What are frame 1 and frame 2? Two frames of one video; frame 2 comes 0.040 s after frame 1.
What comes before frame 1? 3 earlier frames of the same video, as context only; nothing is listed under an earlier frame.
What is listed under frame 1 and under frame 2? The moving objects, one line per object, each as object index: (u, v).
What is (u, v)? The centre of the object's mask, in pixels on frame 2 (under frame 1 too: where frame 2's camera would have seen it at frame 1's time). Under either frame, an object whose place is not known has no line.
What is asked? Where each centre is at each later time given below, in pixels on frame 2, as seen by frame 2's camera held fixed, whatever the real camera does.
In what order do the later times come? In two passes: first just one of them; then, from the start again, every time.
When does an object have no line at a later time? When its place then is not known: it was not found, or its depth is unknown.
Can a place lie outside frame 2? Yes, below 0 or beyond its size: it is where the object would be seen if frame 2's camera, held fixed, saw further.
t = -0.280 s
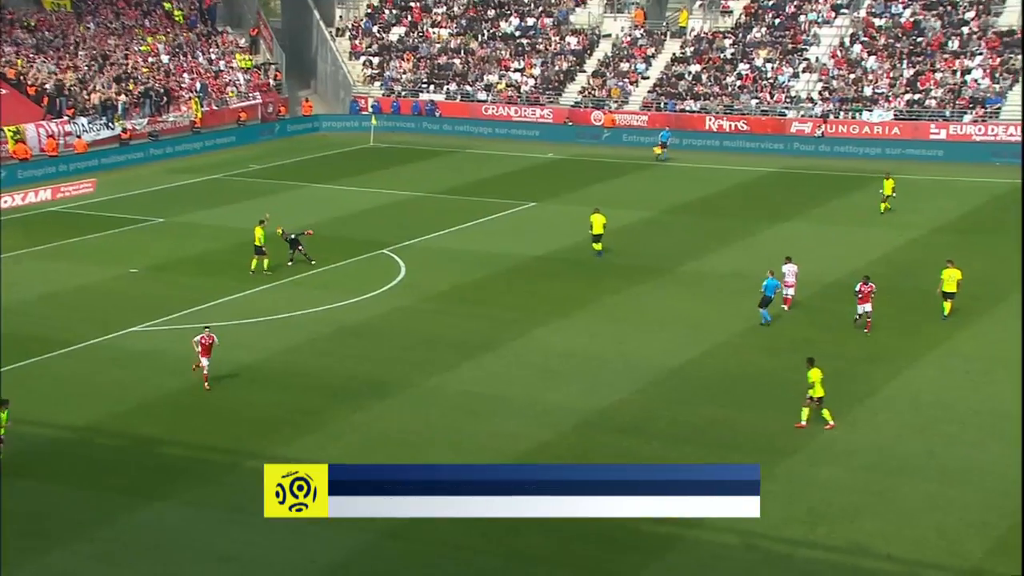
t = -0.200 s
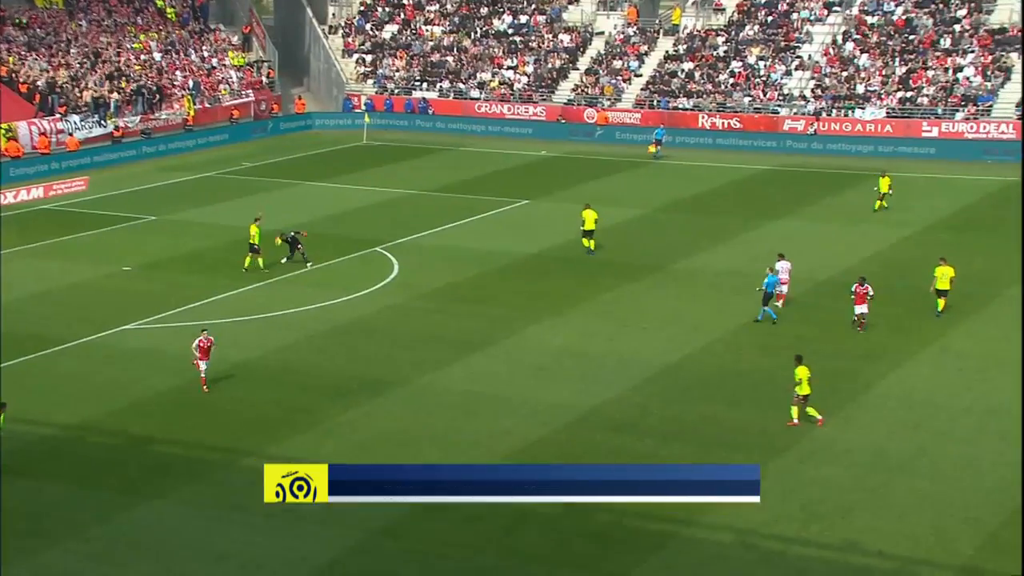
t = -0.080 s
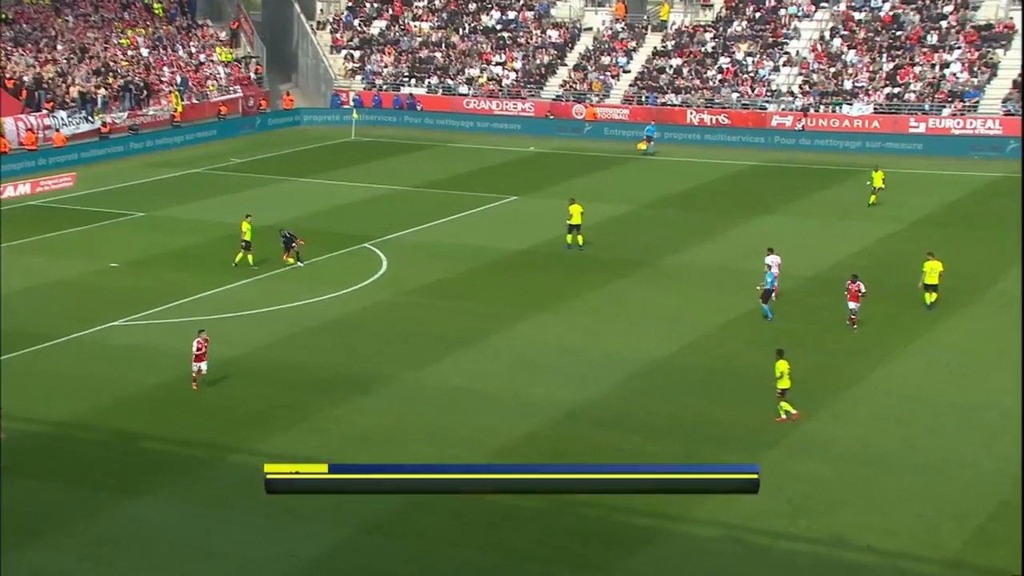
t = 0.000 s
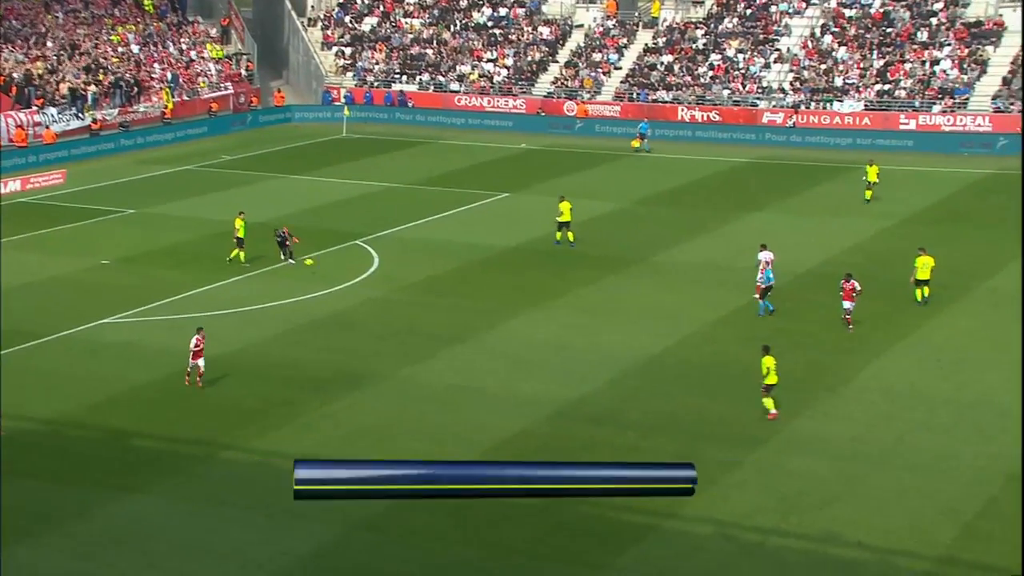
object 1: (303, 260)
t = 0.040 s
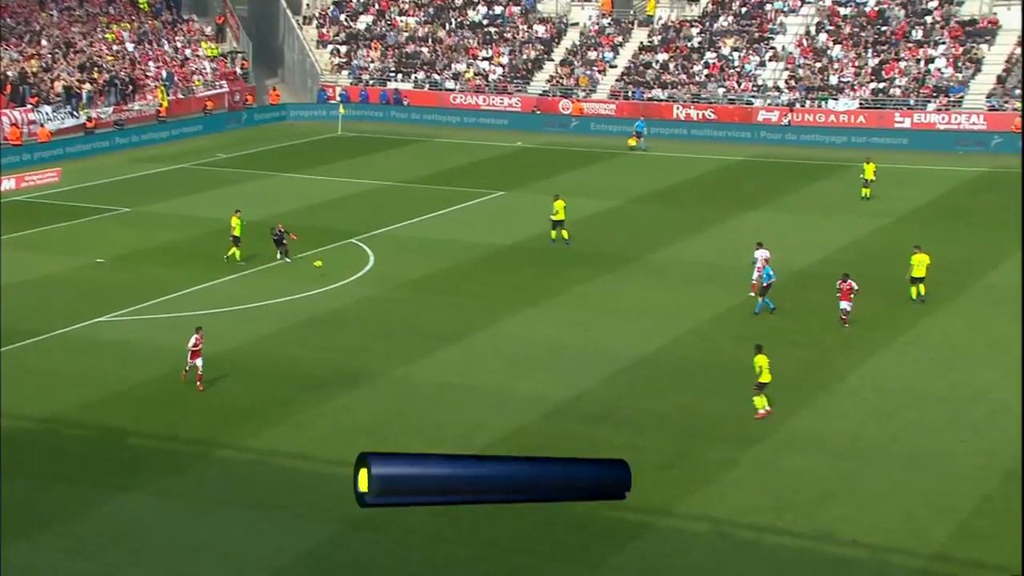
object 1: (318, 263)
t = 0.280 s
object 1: (399, 298)
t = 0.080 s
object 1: (331, 267)
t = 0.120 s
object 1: (345, 271)
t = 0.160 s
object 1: (359, 277)
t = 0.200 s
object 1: (373, 284)
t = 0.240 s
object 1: (386, 291)
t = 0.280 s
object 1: (399, 298)
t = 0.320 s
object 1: (413, 306)
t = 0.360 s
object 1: (426, 307)
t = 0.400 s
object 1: (438, 308)
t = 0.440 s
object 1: (451, 311)
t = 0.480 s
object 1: (463, 314)
